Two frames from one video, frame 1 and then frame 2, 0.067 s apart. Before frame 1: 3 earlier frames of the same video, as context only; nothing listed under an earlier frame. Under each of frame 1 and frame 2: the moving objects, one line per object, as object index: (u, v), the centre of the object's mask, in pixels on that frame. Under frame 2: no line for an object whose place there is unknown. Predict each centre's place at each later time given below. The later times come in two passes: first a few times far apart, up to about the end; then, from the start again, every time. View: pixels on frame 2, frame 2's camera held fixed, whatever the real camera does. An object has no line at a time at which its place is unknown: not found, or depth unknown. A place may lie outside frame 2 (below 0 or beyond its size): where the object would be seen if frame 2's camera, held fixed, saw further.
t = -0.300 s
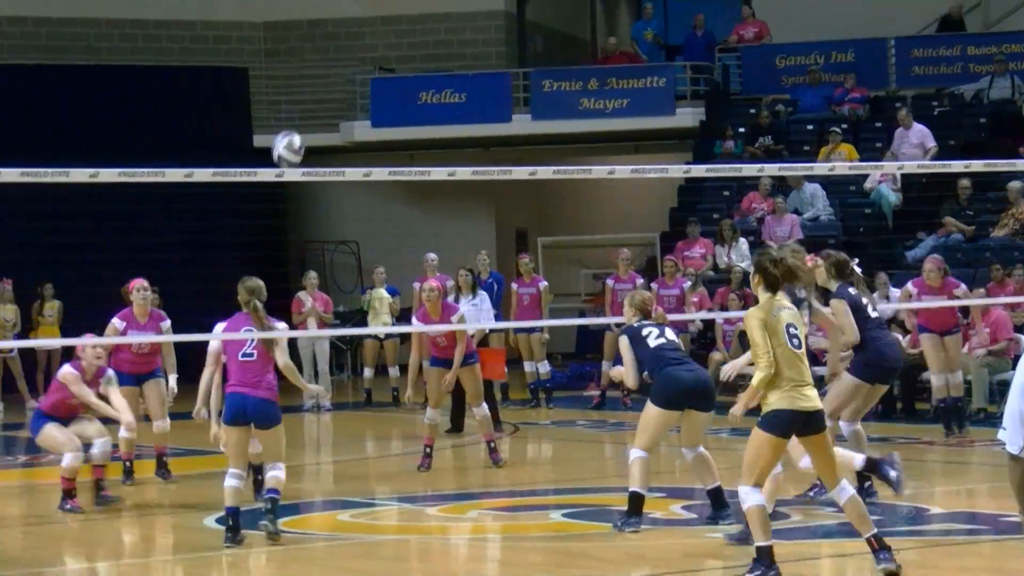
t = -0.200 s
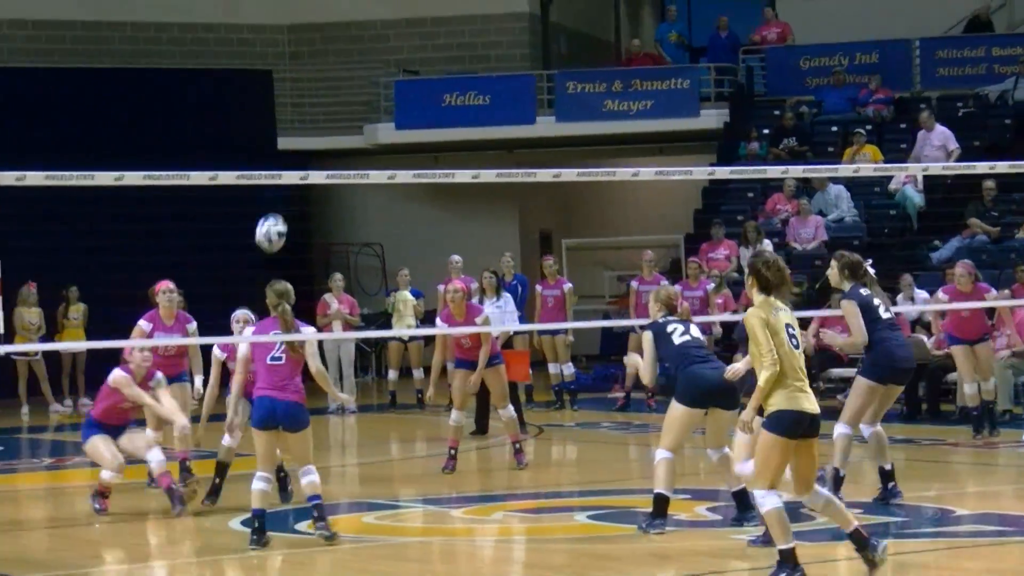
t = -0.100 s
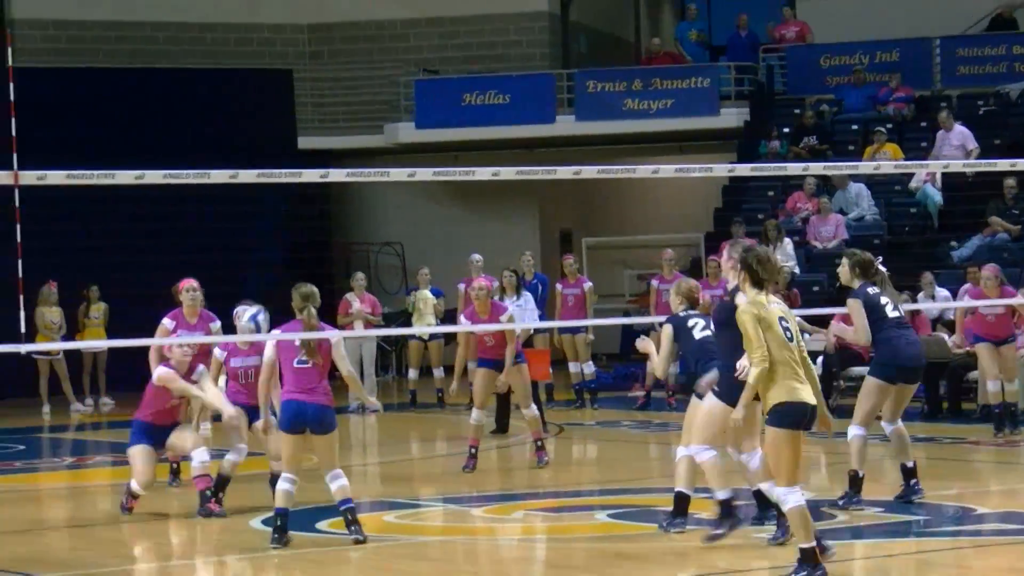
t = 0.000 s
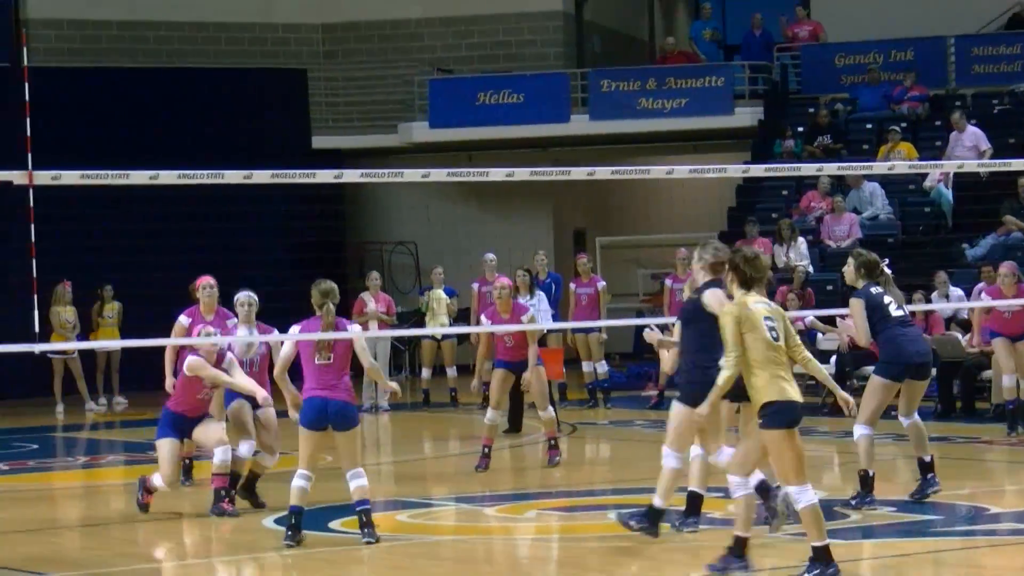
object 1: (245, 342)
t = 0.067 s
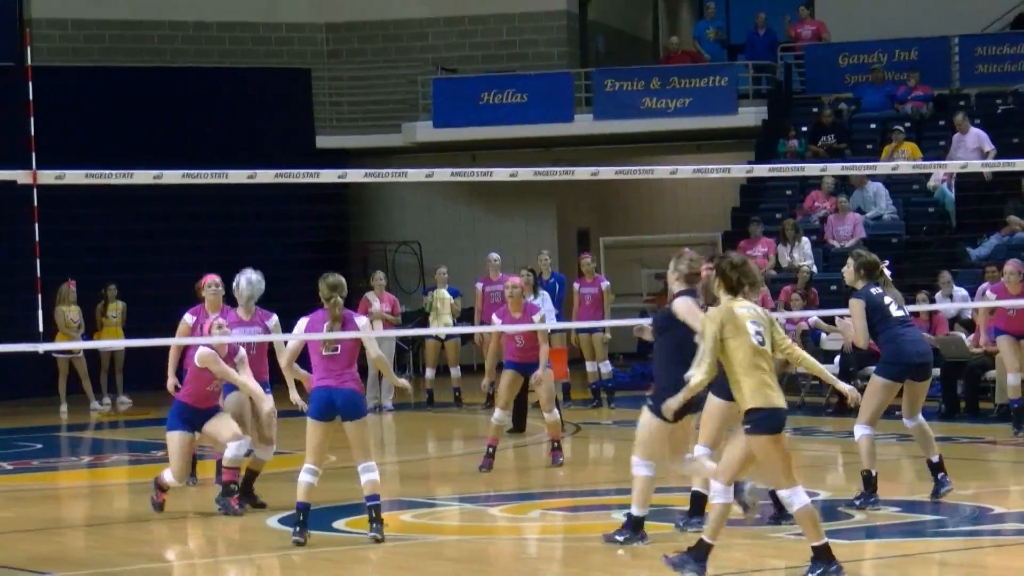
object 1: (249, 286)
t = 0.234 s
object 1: (246, 163)
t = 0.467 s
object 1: (244, 72)
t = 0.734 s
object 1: (243, 51)
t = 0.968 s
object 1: (247, 119)
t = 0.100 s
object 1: (249, 259)
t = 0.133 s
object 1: (248, 235)
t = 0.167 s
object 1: (247, 212)
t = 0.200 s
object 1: (248, 194)
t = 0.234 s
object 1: (246, 163)
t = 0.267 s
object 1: (246, 152)
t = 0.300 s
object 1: (246, 135)
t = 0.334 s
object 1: (245, 119)
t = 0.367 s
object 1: (244, 105)
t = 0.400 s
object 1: (244, 93)
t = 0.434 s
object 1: (244, 82)
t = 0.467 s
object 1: (244, 72)
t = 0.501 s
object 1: (243, 64)
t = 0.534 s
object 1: (243, 58)
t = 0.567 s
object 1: (243, 52)
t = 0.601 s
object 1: (243, 49)
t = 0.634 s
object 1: (243, 46)
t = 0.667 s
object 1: (243, 47)
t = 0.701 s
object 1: (243, 48)
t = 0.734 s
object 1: (243, 51)
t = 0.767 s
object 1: (244, 56)
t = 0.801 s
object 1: (244, 62)
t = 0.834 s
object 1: (244, 70)
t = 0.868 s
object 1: (245, 79)
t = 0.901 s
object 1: (245, 91)
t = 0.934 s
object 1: (246, 104)
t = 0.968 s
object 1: (247, 119)
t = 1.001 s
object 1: (248, 137)
